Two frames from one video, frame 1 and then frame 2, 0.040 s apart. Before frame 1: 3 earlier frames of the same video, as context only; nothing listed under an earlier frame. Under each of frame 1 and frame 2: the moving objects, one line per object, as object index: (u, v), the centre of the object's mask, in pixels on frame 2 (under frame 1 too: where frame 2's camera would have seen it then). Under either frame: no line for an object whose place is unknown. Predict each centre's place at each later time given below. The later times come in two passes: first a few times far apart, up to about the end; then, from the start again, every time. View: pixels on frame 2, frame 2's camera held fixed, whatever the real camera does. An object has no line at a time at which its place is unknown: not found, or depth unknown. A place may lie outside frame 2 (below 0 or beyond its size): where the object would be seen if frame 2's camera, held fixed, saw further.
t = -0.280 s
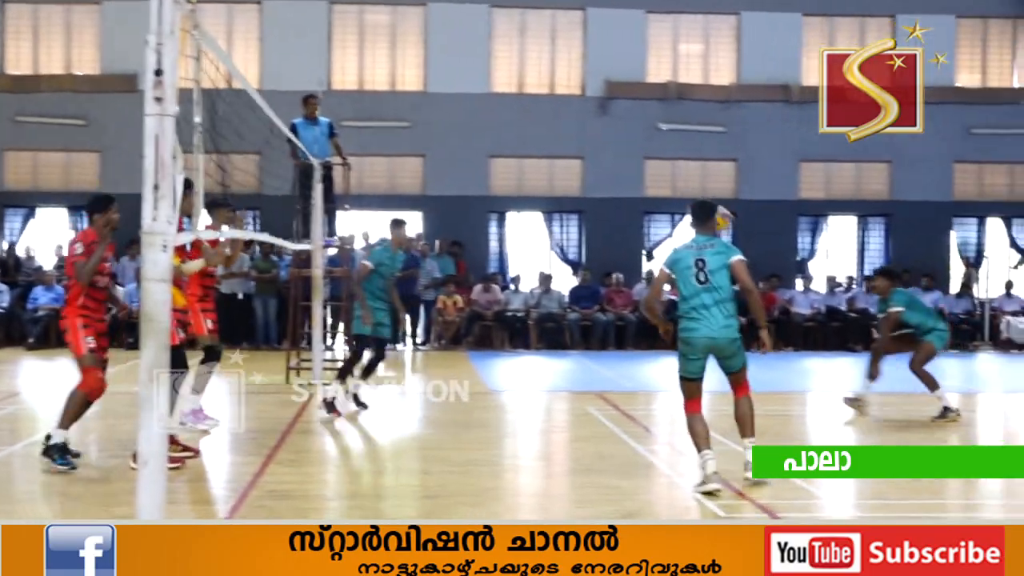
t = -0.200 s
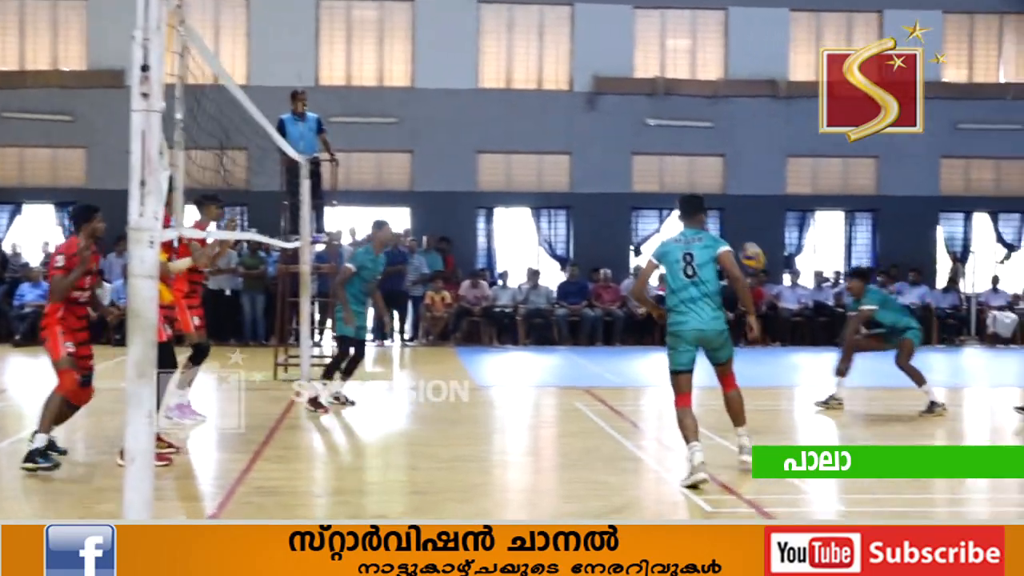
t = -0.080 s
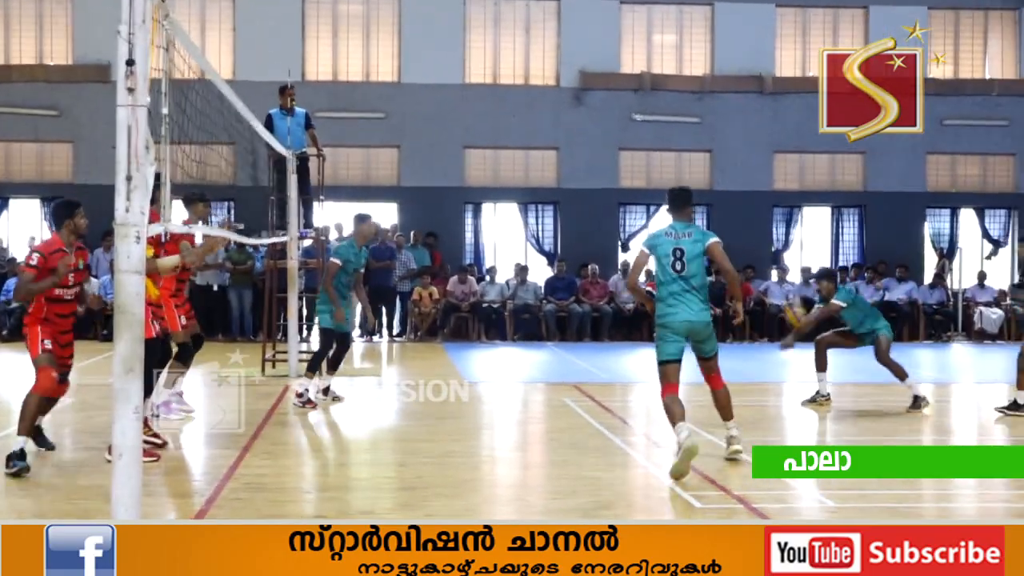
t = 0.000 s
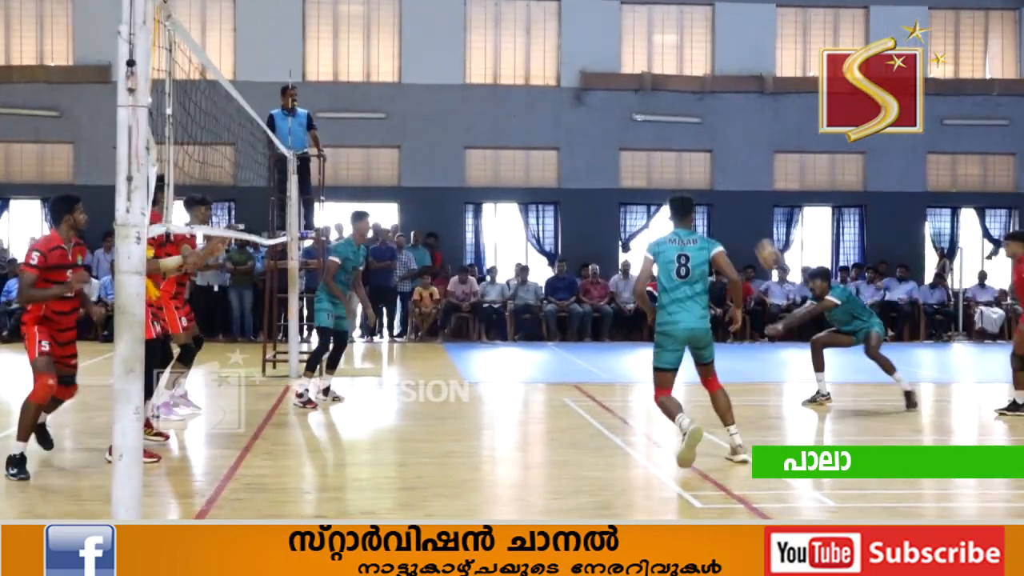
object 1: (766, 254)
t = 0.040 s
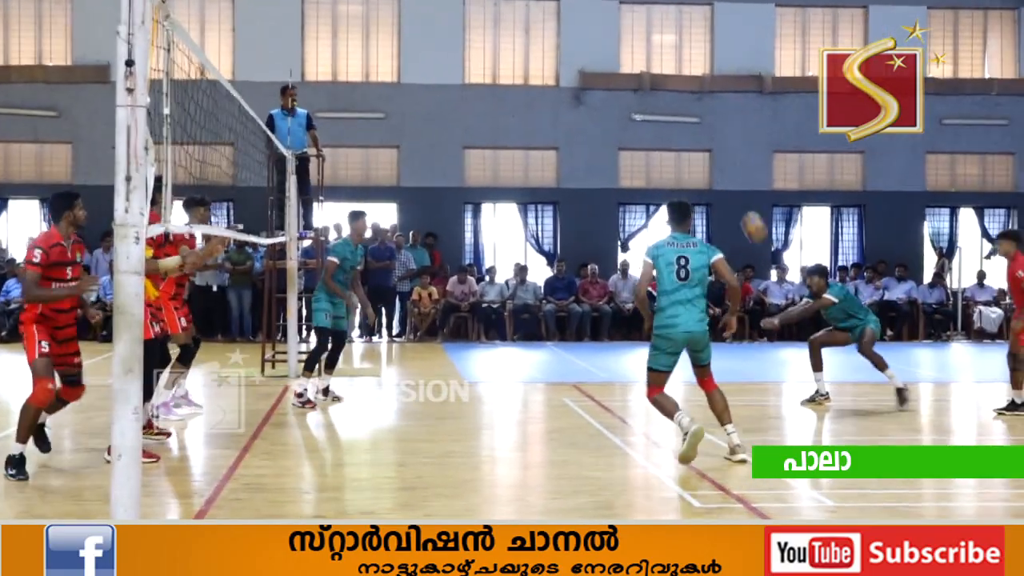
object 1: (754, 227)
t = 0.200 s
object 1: (701, 133)
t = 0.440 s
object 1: (624, 50)
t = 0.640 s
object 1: (563, 21)
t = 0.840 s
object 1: (503, 34)
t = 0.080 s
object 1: (740, 202)
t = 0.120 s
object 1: (728, 177)
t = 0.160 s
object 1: (715, 154)
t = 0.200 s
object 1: (701, 133)
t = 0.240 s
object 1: (689, 115)
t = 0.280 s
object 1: (676, 98)
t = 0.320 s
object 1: (664, 84)
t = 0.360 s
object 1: (651, 71)
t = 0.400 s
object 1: (638, 60)
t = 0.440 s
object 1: (624, 50)
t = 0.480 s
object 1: (612, 39)
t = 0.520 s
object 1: (599, 33)
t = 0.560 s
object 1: (587, 27)
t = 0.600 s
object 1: (575, 24)
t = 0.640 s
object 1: (563, 21)
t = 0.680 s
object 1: (550, 21)
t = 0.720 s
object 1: (537, 23)
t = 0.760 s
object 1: (526, 26)
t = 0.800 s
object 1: (514, 29)
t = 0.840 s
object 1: (503, 34)
